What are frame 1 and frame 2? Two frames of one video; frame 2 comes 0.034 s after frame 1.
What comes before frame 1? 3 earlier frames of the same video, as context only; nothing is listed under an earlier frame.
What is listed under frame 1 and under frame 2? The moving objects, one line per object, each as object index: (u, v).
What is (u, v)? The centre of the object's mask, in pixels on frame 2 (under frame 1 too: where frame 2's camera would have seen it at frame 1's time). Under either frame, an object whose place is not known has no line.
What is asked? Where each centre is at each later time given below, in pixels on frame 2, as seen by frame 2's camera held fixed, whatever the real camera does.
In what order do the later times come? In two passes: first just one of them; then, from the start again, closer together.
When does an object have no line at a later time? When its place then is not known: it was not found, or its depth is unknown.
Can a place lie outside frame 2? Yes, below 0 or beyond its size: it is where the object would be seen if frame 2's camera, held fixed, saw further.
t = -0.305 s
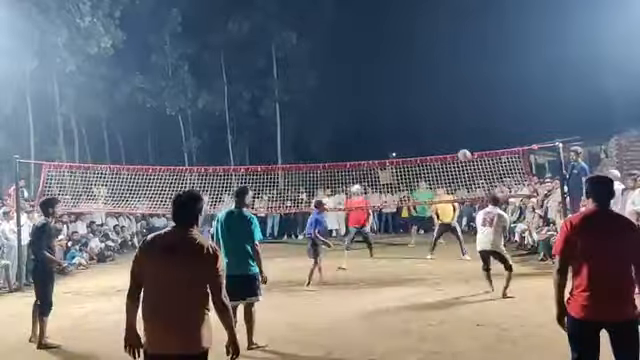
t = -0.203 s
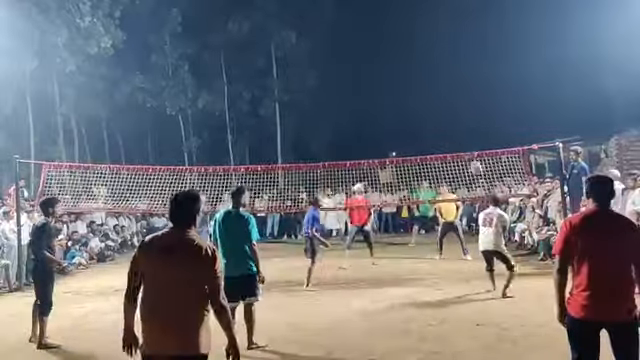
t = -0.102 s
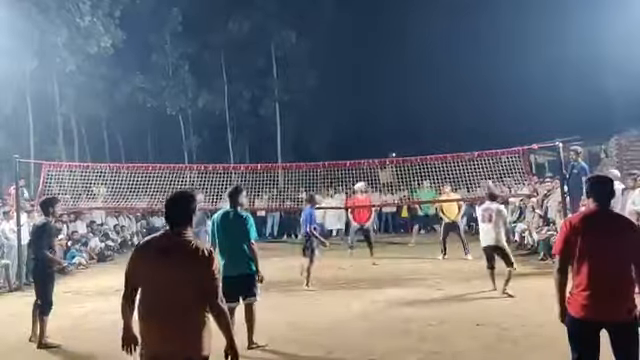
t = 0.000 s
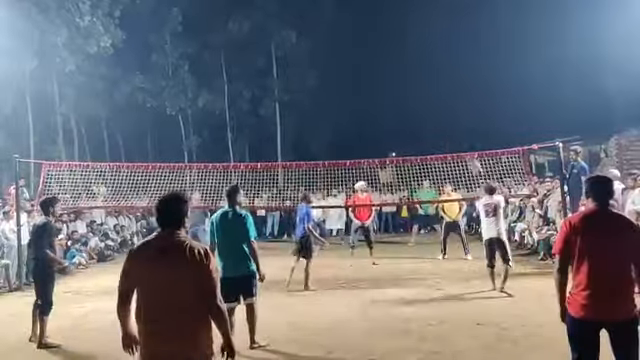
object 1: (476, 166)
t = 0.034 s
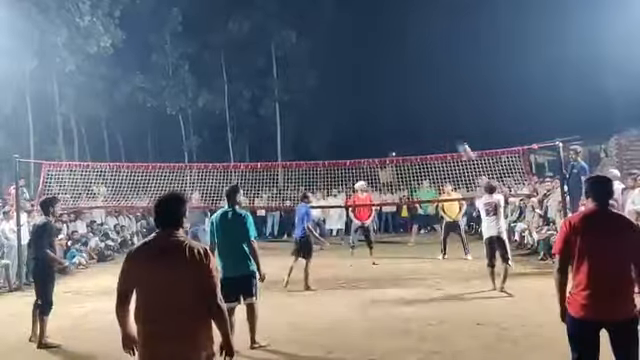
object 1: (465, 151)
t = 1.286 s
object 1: (283, 121)
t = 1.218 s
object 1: (289, 108)
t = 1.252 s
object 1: (286, 116)
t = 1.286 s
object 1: (283, 121)
